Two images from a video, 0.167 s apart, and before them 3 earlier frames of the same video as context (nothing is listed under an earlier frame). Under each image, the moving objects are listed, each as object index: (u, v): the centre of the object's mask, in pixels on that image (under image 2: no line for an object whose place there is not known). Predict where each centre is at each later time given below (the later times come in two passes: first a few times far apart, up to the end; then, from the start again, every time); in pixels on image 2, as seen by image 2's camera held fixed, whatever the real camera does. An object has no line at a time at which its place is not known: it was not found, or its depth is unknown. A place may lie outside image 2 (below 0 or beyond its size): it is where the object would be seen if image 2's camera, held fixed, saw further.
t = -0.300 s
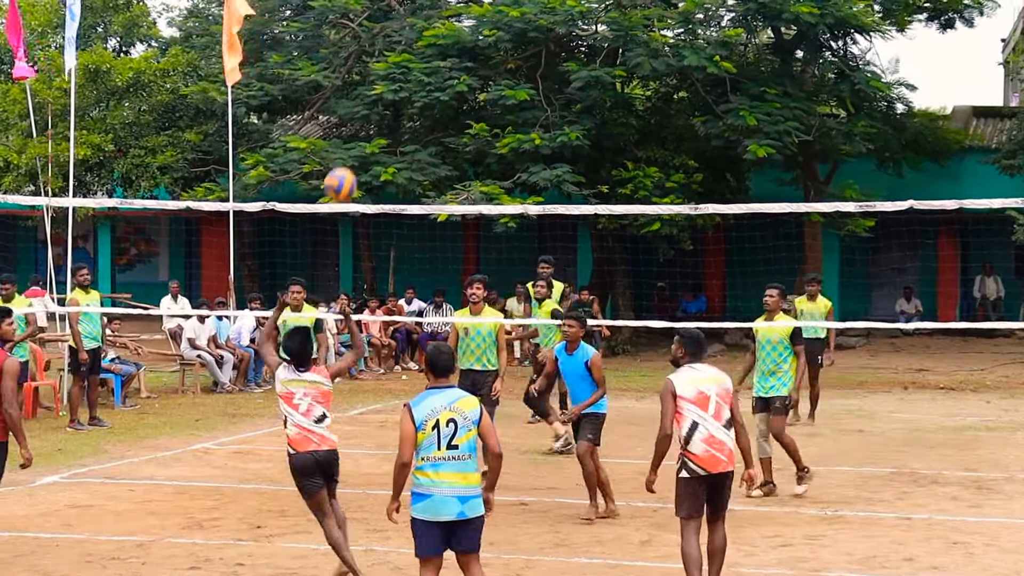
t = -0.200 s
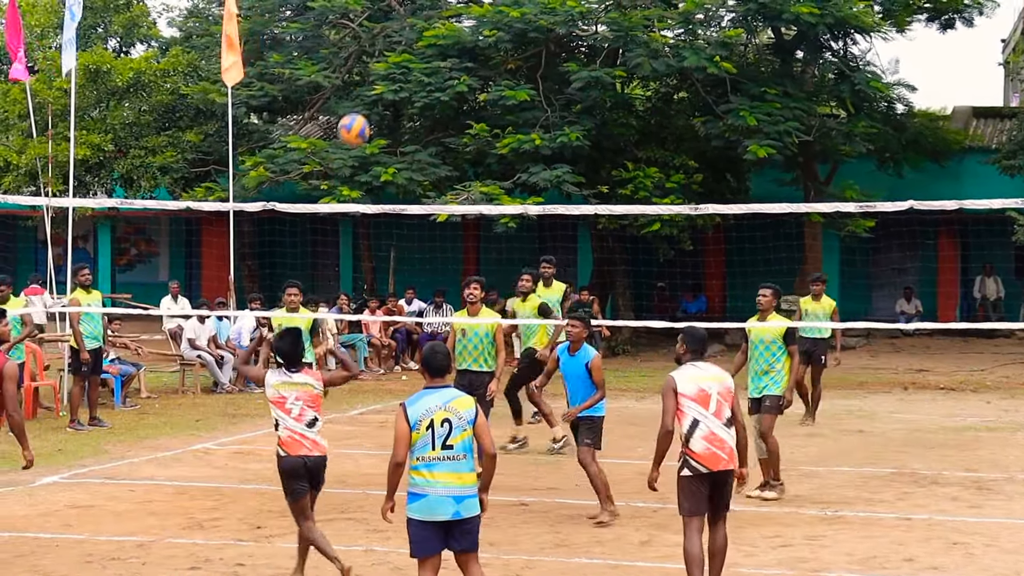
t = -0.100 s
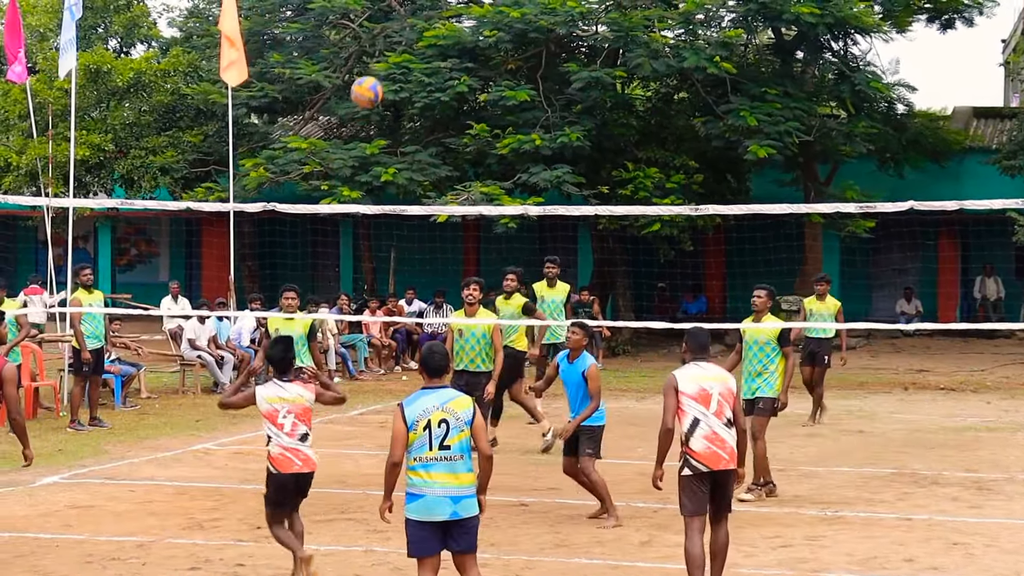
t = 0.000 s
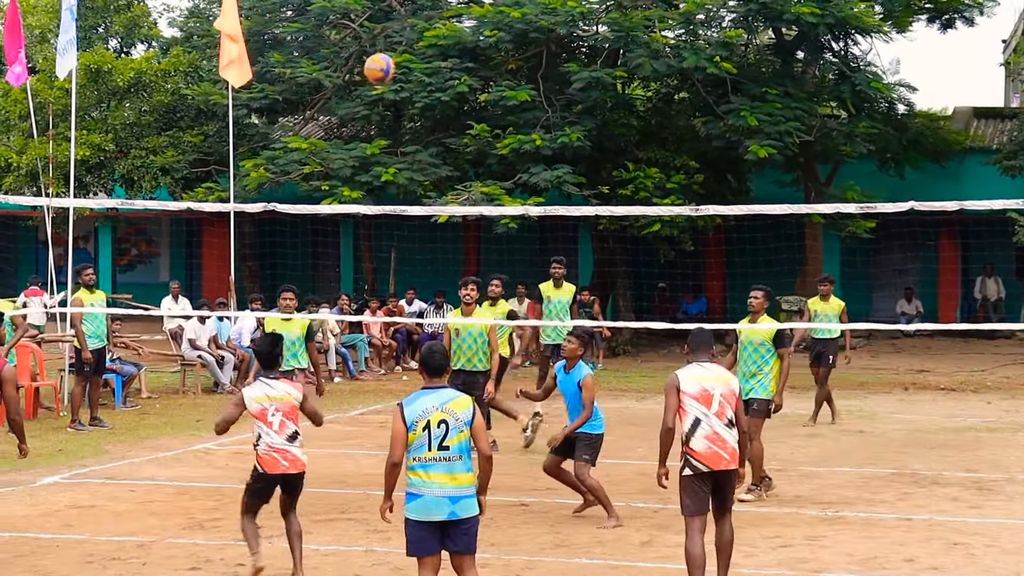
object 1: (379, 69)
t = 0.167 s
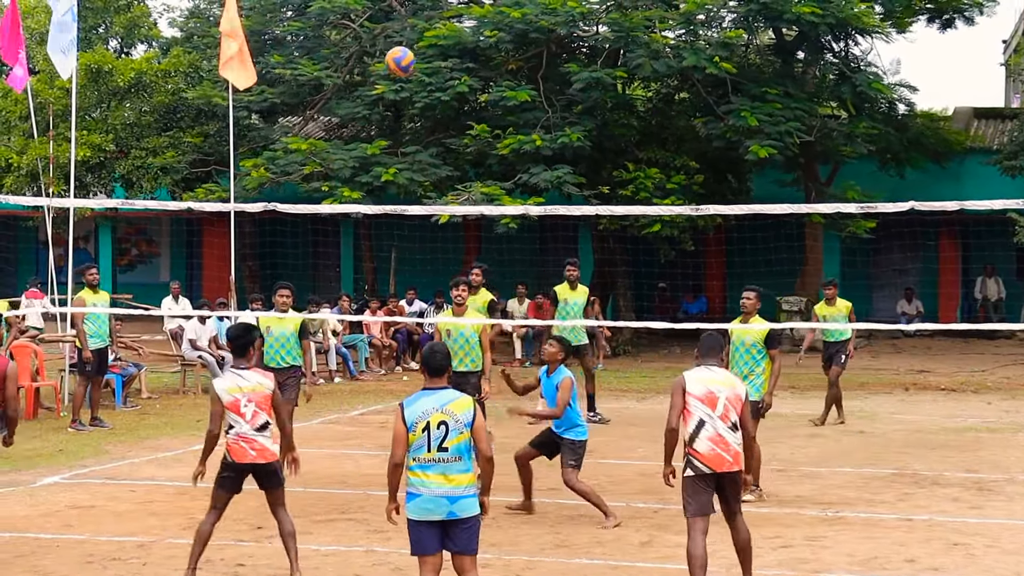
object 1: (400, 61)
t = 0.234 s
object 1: (408, 69)
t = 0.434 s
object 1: (431, 125)
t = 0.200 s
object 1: (404, 64)
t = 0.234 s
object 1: (408, 69)
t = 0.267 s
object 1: (412, 74)
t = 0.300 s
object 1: (416, 82)
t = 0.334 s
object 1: (419, 91)
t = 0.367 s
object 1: (423, 101)
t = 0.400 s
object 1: (427, 112)
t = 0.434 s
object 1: (431, 125)
